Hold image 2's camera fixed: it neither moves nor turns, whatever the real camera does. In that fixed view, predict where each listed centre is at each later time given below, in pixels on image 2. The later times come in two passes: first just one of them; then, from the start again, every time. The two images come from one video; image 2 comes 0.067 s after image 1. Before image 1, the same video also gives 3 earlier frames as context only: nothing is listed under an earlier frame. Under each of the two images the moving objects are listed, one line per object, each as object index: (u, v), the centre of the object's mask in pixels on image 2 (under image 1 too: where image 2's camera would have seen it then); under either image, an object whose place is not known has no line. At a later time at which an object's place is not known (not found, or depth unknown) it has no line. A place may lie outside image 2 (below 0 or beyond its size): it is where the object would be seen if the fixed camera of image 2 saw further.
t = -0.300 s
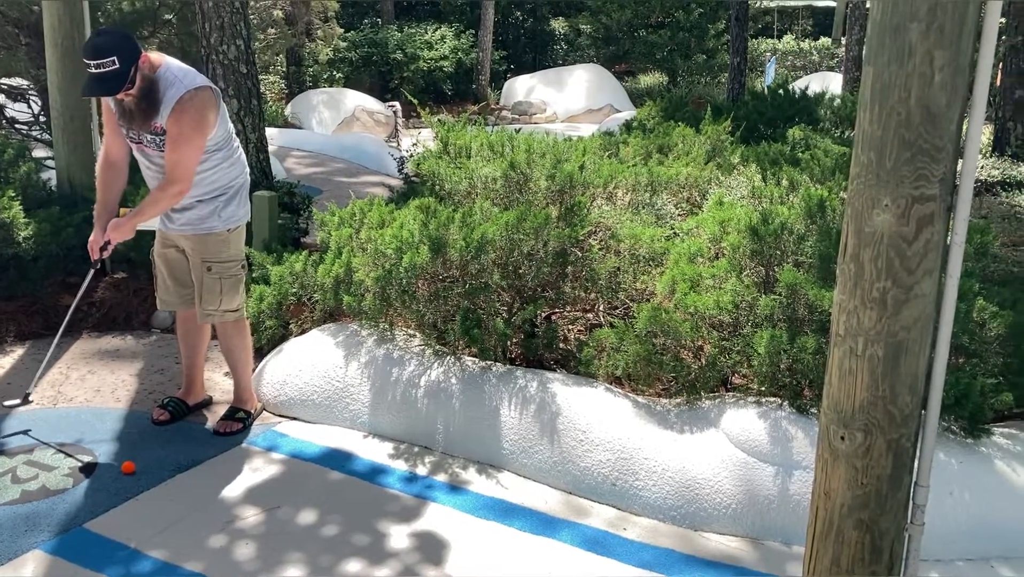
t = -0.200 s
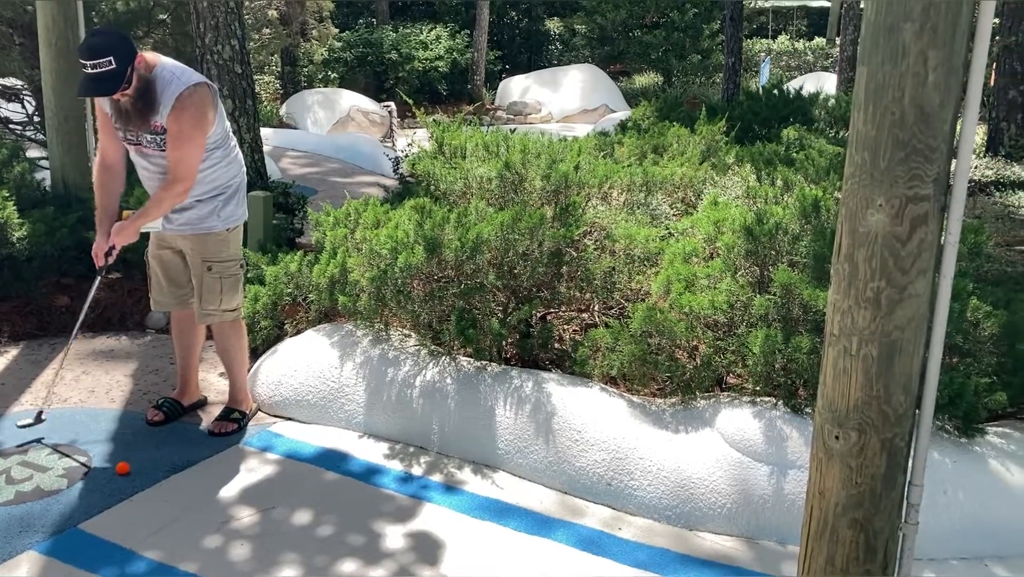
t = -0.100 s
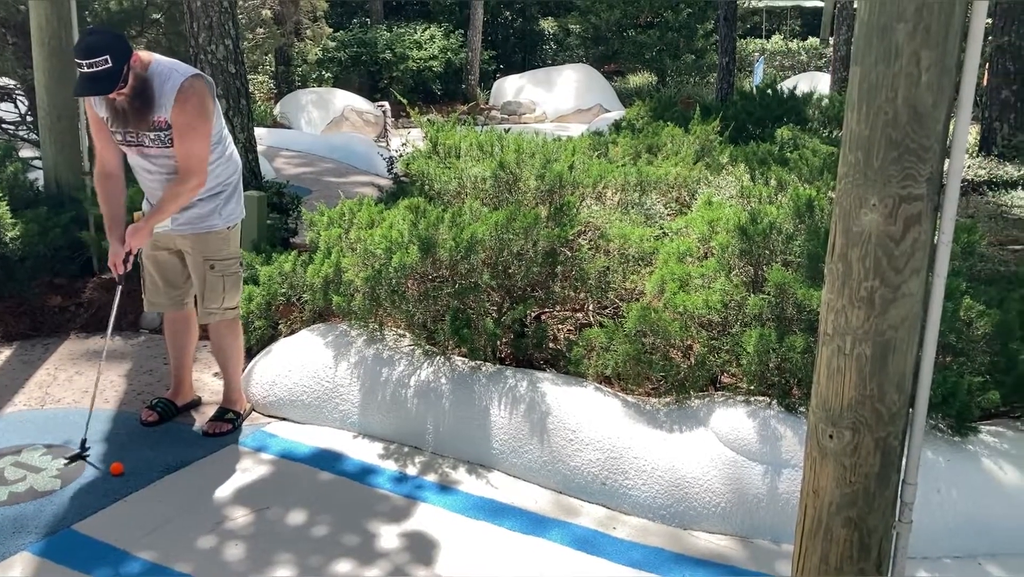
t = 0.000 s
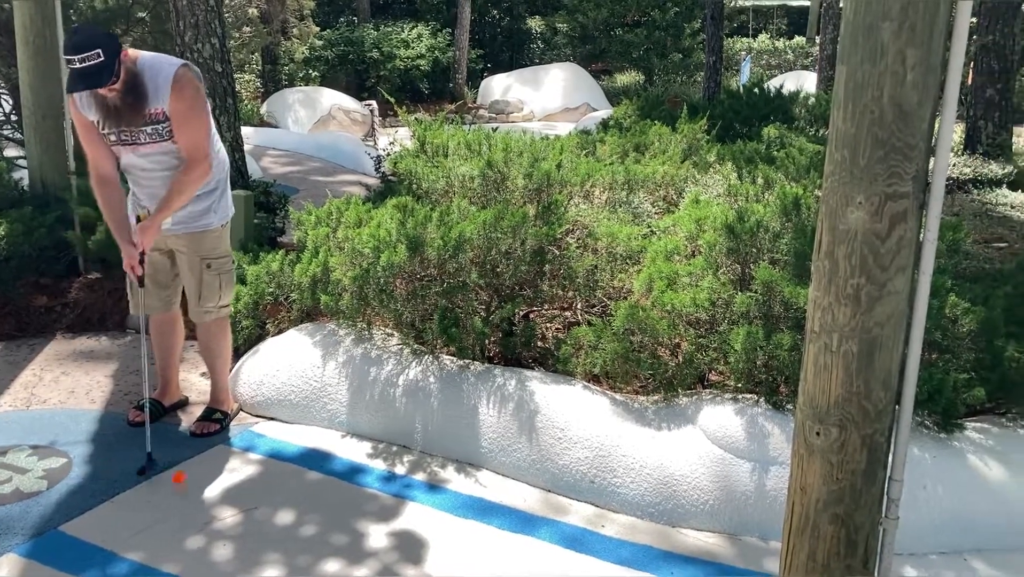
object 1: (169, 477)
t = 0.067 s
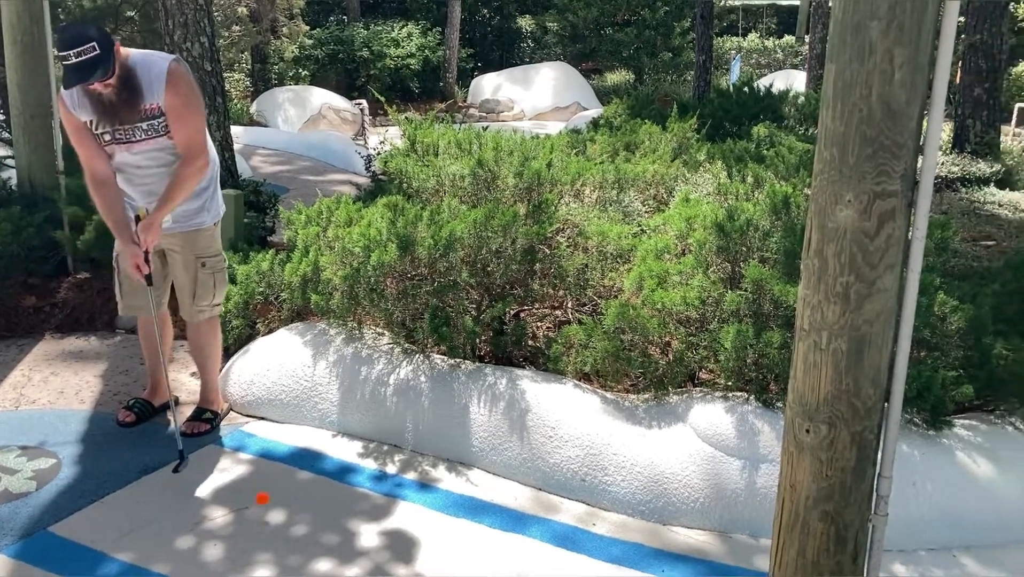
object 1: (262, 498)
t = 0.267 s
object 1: (564, 570)
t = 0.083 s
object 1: (287, 506)
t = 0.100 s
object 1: (312, 514)
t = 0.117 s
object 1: (337, 523)
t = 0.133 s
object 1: (362, 534)
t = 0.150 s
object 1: (389, 546)
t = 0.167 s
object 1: (414, 552)
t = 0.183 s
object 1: (437, 550)
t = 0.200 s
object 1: (462, 552)
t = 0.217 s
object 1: (487, 555)
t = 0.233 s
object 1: (512, 559)
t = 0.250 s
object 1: (538, 564)
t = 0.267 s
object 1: (564, 570)
